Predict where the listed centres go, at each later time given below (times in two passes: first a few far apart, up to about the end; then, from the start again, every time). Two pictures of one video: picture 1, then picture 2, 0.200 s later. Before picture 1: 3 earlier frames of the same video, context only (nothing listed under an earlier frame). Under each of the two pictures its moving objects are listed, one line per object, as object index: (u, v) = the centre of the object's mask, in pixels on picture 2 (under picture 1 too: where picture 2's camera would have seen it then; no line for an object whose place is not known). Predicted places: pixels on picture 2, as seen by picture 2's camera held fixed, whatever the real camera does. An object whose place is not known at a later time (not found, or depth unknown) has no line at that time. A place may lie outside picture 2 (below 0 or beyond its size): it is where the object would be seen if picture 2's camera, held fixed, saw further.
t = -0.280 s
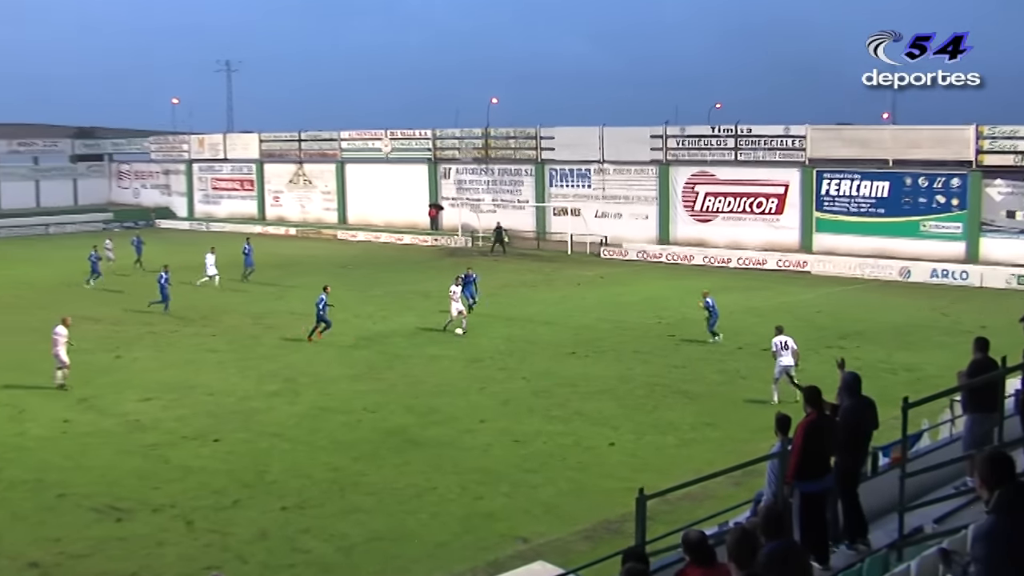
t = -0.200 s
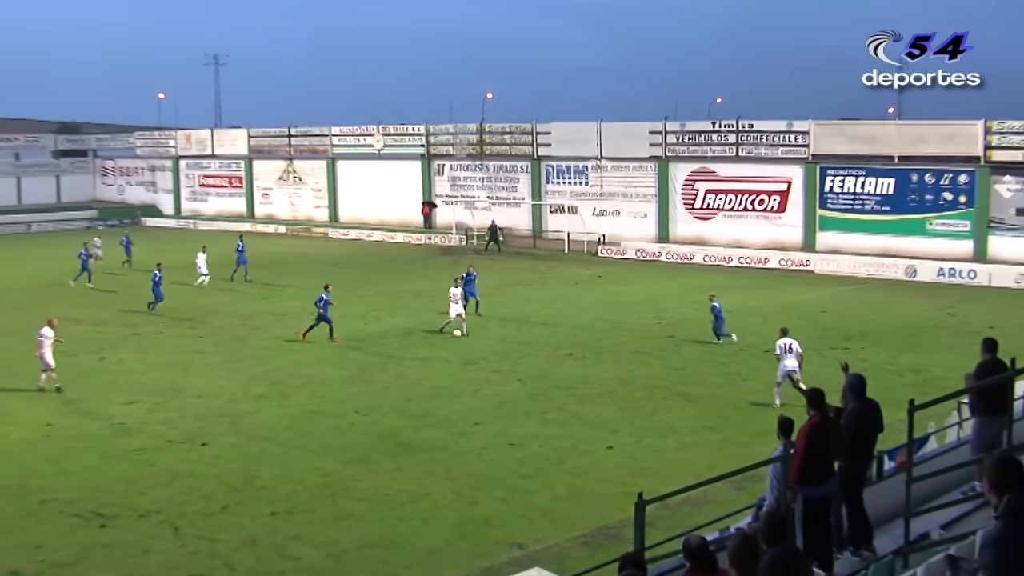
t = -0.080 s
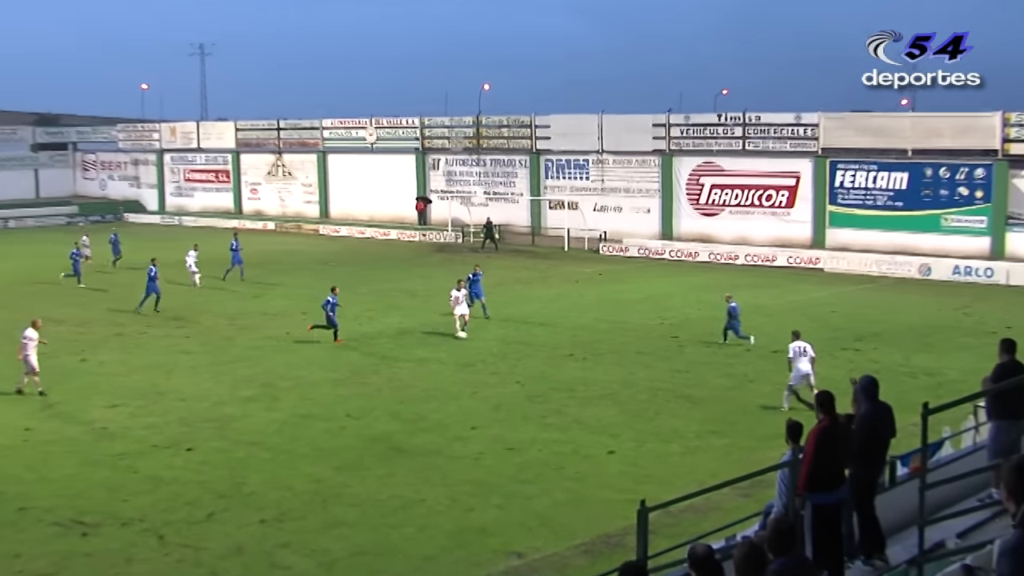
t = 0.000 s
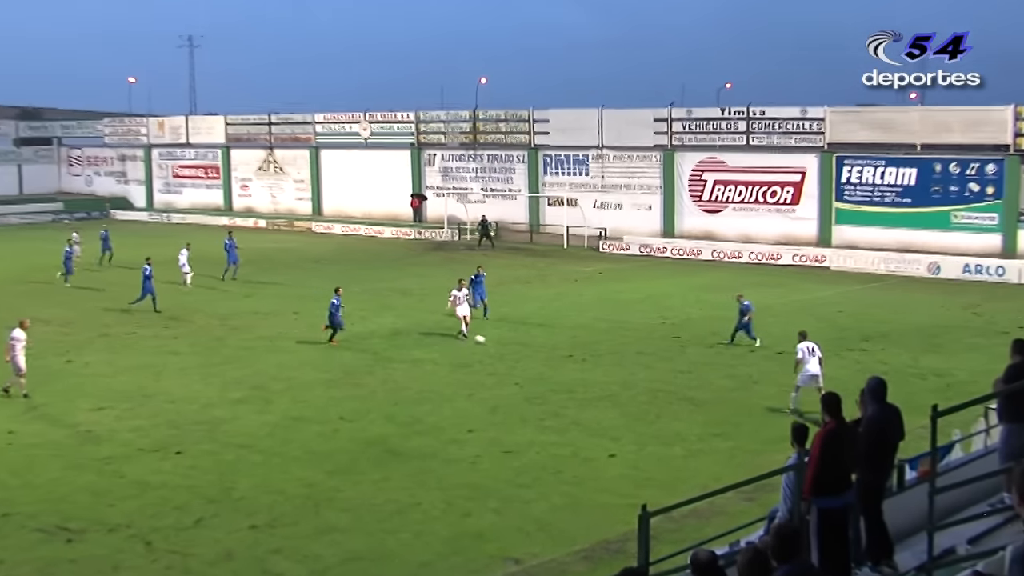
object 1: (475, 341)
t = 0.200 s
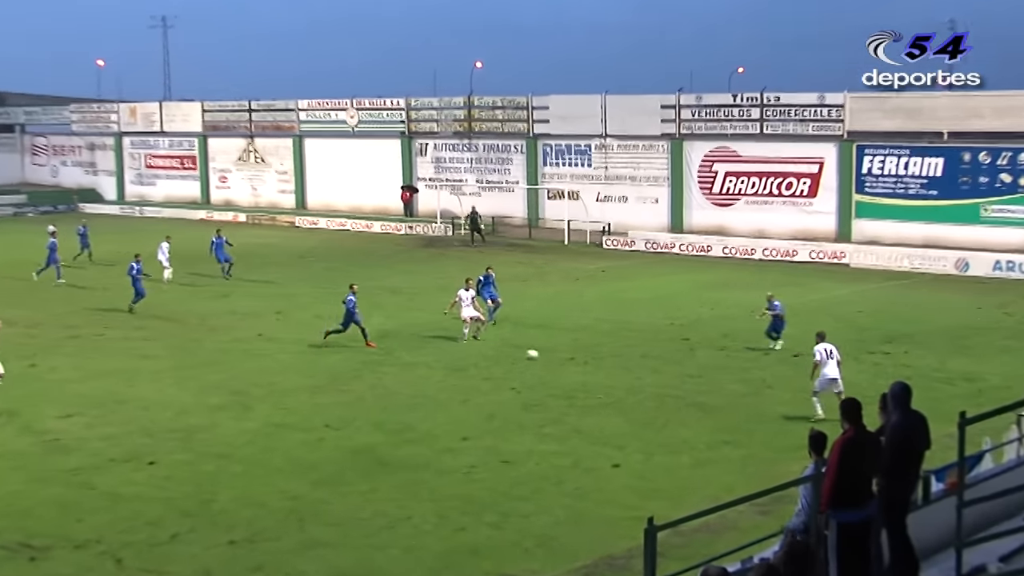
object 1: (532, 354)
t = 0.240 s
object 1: (543, 357)
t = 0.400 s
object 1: (587, 366)
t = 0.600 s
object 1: (640, 377)
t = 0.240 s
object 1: (543, 357)
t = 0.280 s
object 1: (554, 360)
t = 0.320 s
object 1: (566, 362)
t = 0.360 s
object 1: (576, 364)
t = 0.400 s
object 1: (587, 366)
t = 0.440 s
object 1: (598, 369)
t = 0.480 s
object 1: (609, 371)
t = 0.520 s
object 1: (619, 374)
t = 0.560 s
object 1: (629, 376)
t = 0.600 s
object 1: (640, 377)
